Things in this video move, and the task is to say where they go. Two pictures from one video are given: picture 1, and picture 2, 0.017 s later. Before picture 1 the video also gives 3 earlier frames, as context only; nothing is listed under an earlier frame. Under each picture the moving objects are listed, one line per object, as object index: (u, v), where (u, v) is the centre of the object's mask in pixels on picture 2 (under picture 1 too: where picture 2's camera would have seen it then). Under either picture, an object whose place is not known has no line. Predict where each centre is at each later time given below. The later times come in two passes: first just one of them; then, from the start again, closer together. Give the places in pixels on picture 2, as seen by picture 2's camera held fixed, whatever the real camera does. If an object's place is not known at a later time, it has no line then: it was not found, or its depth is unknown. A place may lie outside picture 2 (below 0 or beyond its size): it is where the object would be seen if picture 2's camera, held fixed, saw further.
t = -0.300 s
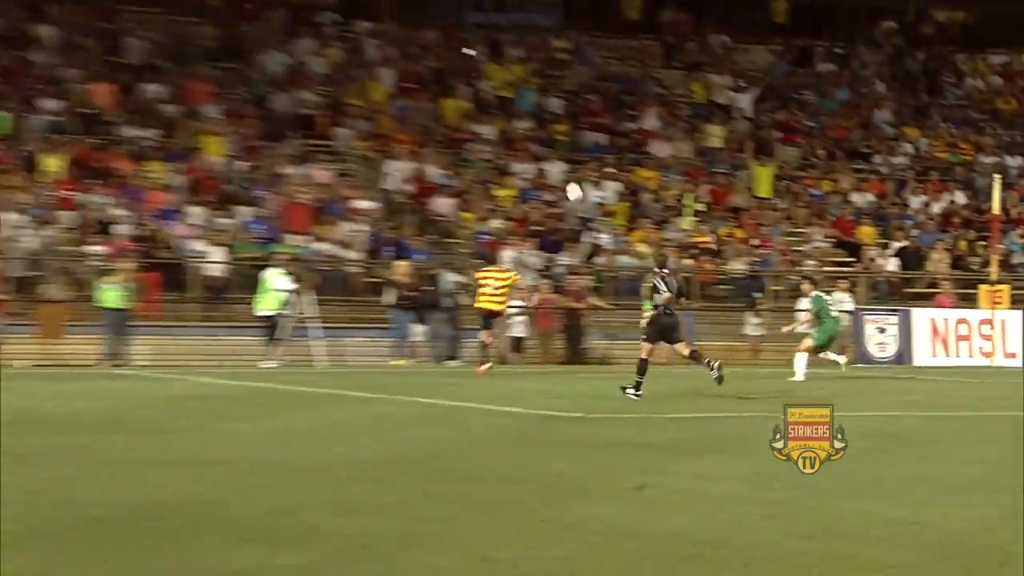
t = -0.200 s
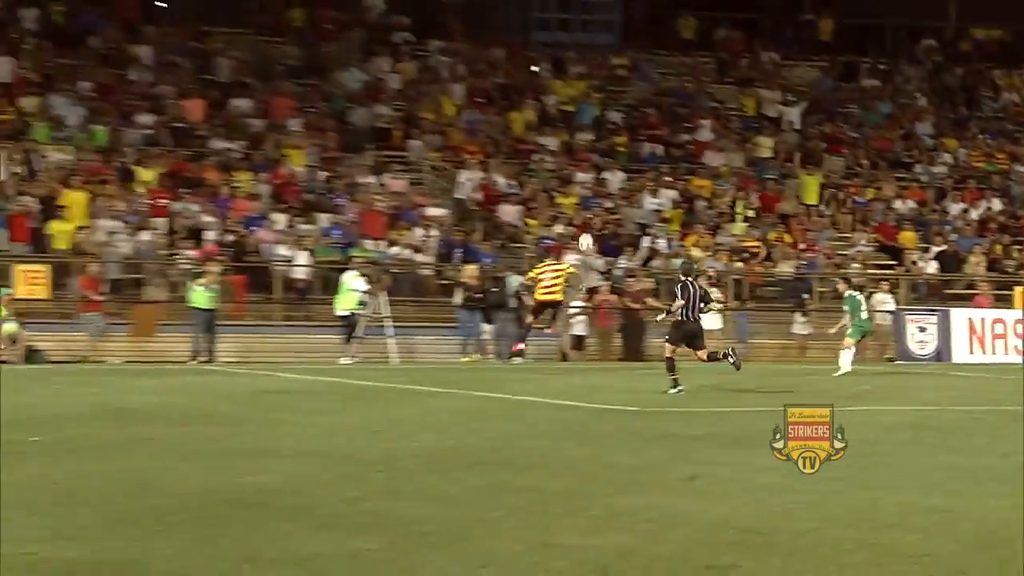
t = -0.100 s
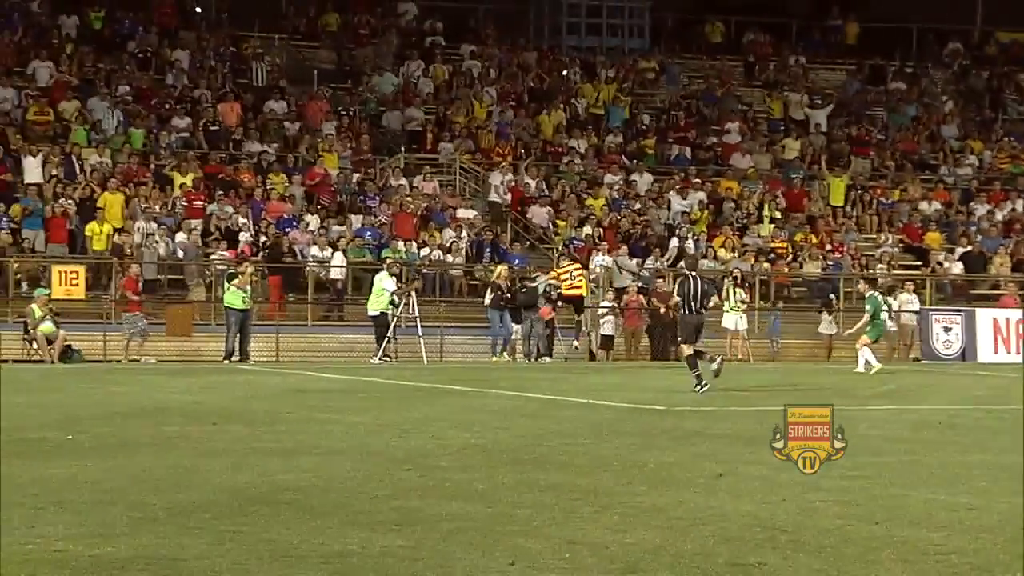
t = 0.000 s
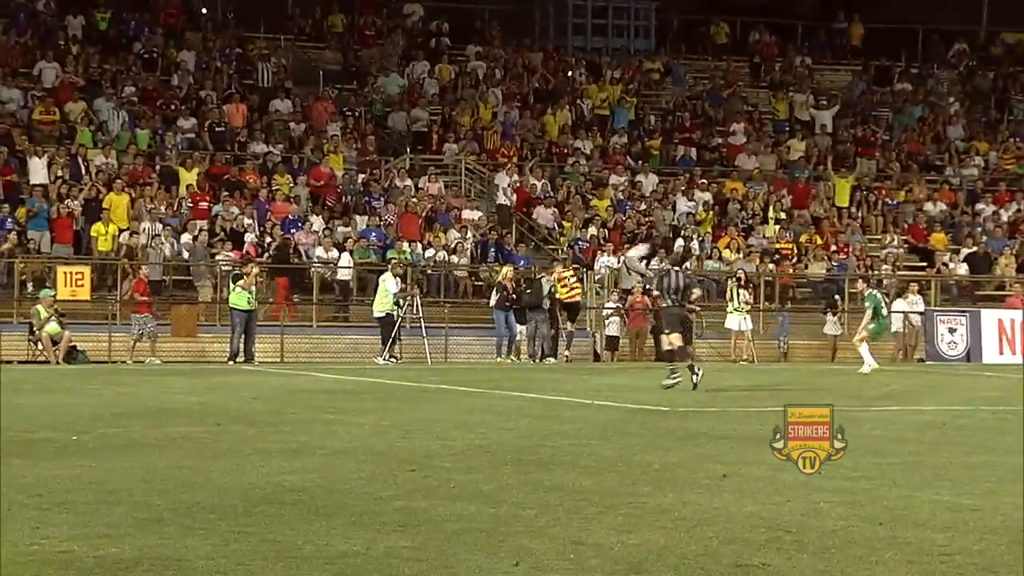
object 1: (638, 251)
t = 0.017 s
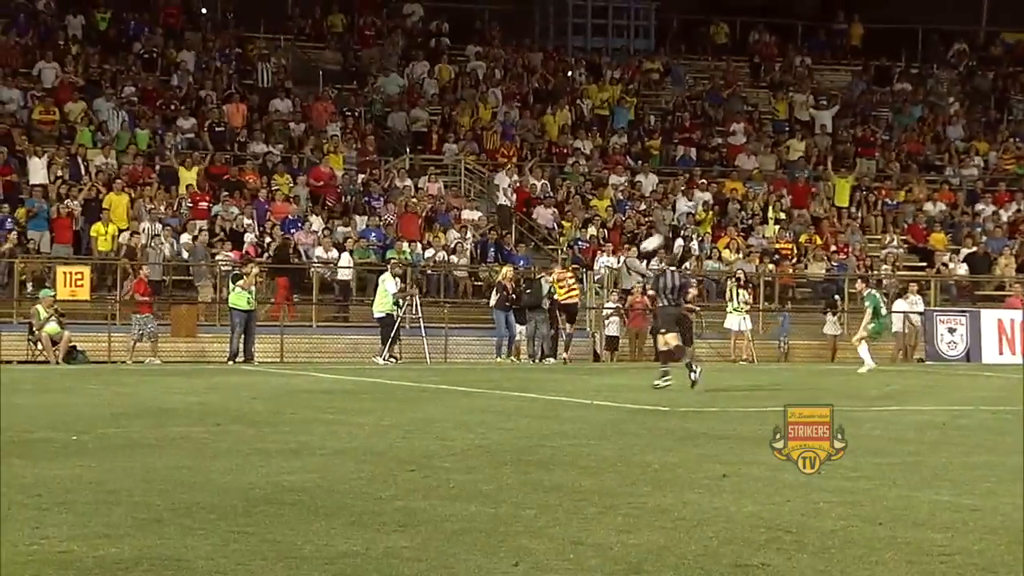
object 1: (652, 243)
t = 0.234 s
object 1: (823, 154)
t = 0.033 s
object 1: (666, 235)
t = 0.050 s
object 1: (678, 227)
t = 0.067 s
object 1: (693, 219)
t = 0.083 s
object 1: (706, 211)
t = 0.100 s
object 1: (719, 203)
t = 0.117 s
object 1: (733, 196)
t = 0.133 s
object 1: (746, 189)
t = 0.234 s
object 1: (823, 154)
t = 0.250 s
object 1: (836, 149)
